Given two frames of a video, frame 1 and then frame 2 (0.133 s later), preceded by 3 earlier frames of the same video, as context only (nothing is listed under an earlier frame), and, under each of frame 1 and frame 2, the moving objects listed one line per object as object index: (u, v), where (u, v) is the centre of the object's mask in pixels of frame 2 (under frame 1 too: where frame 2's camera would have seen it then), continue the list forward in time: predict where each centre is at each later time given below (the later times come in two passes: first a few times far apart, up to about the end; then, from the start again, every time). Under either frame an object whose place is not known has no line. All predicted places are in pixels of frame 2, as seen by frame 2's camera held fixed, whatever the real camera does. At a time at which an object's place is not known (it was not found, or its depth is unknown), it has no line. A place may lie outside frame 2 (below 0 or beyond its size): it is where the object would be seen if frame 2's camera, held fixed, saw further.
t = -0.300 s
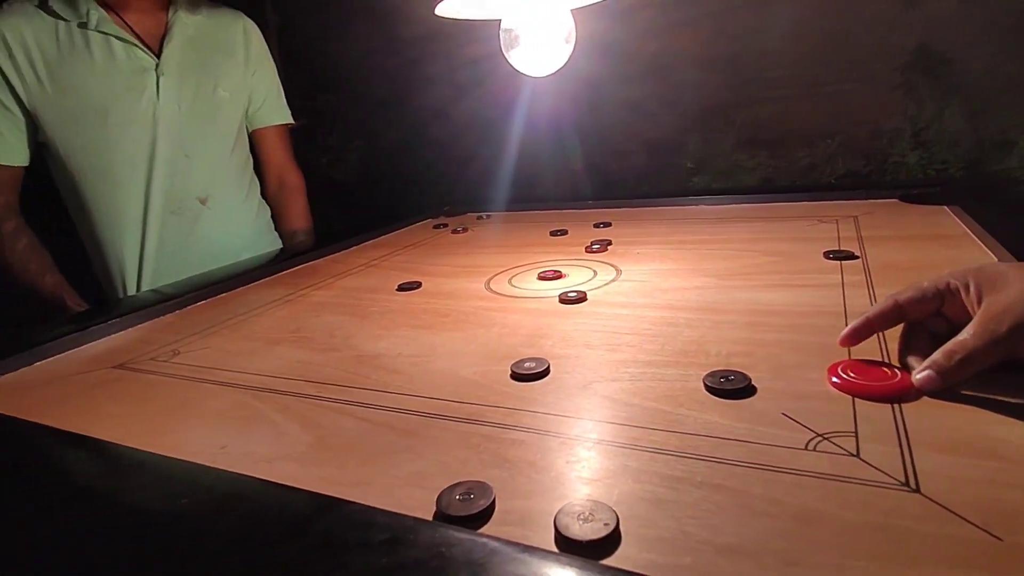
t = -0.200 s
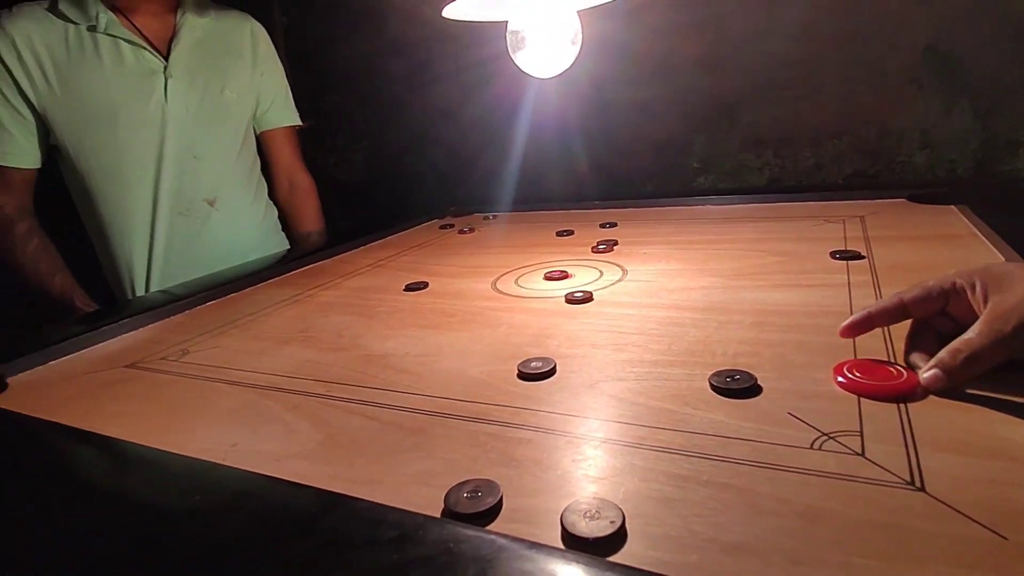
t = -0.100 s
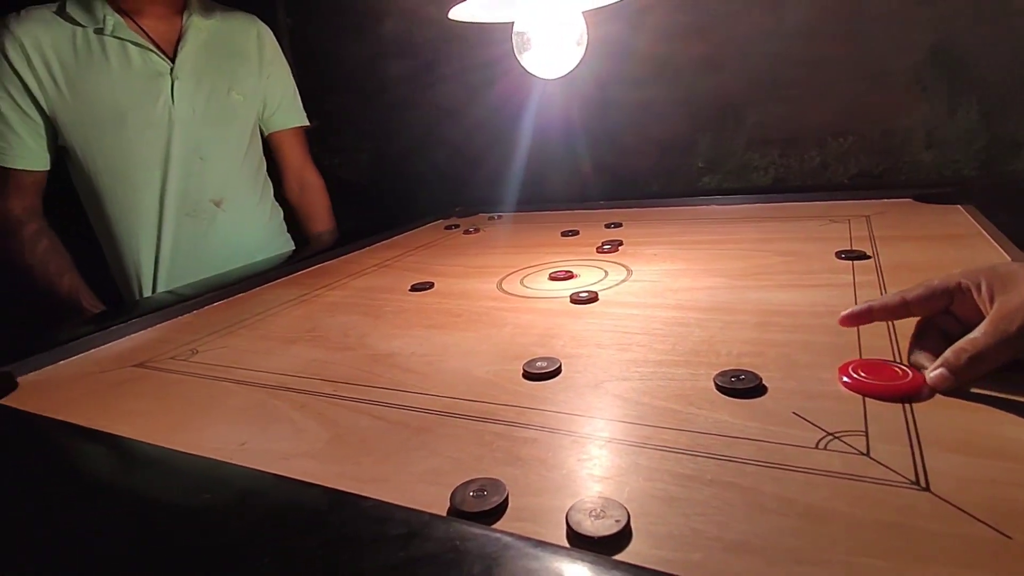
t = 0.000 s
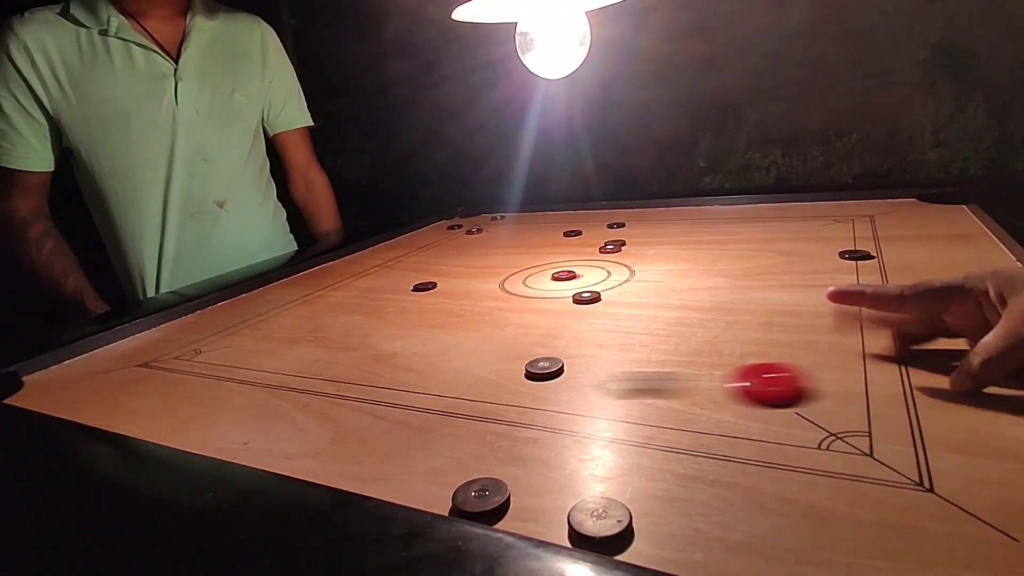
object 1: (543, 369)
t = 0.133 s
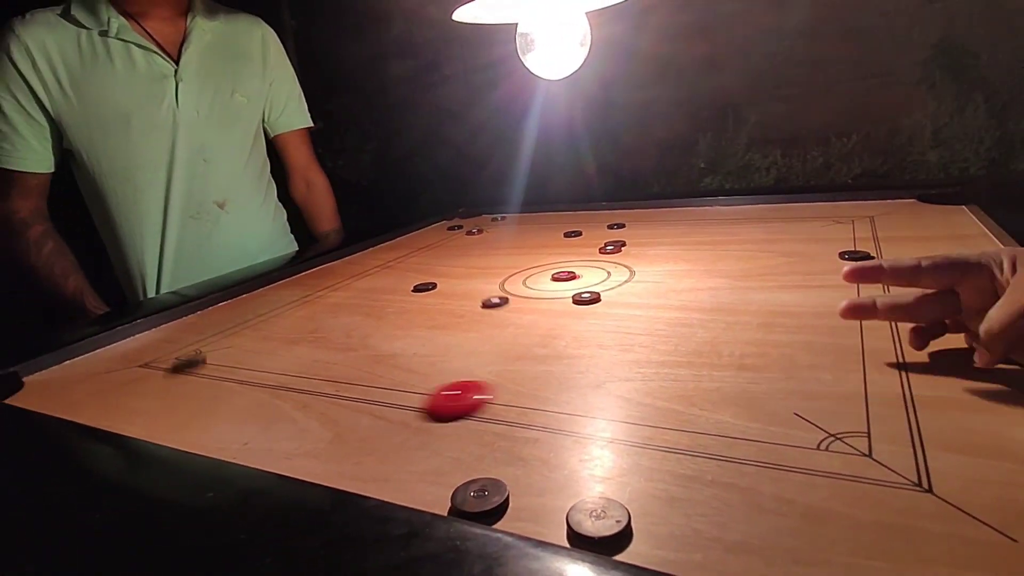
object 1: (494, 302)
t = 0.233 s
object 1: (474, 273)
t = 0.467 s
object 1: (448, 236)
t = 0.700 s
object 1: (424, 230)
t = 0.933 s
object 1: (424, 230)
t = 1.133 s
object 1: (424, 231)
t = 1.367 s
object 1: (424, 230)
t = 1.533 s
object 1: (424, 230)
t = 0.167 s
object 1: (486, 291)
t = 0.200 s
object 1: (479, 281)
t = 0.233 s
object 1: (474, 273)
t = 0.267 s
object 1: (468, 266)
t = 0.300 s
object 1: (464, 259)
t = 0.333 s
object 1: (459, 253)
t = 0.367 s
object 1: (456, 248)
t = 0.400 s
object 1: (452, 244)
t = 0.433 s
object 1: (450, 240)
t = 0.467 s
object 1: (448, 236)
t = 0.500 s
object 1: (445, 234)
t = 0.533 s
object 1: (443, 231)
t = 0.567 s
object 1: (435, 231)
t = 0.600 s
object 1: (429, 230)
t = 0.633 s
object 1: (425, 230)
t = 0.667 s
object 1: (423, 230)
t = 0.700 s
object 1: (424, 230)
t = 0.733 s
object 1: (424, 230)
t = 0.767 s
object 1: (424, 230)
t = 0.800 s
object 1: (424, 230)
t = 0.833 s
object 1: (424, 231)
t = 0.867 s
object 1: (424, 231)
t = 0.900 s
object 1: (424, 231)
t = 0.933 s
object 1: (424, 230)
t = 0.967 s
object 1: (424, 230)
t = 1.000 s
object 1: (424, 231)
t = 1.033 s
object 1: (424, 231)
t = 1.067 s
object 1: (424, 231)
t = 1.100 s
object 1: (424, 231)
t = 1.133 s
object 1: (424, 231)
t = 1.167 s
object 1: (425, 230)
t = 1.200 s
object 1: (424, 230)
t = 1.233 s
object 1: (425, 231)
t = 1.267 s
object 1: (425, 230)
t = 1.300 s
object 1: (424, 231)
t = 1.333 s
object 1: (424, 231)
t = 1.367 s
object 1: (424, 230)
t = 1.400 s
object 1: (424, 231)
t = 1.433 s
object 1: (424, 231)
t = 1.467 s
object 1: (424, 230)
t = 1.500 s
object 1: (424, 230)
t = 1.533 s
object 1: (424, 230)
